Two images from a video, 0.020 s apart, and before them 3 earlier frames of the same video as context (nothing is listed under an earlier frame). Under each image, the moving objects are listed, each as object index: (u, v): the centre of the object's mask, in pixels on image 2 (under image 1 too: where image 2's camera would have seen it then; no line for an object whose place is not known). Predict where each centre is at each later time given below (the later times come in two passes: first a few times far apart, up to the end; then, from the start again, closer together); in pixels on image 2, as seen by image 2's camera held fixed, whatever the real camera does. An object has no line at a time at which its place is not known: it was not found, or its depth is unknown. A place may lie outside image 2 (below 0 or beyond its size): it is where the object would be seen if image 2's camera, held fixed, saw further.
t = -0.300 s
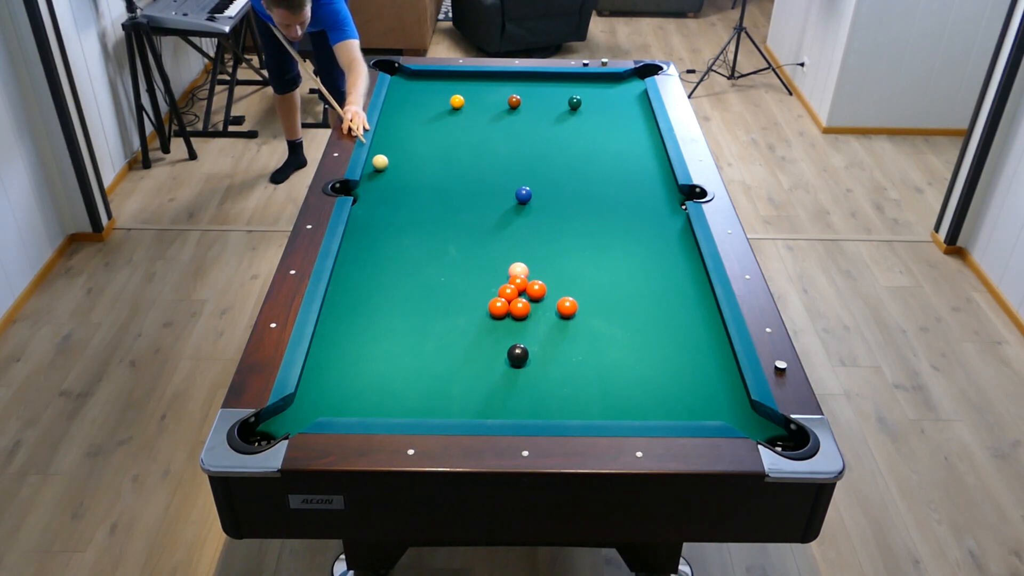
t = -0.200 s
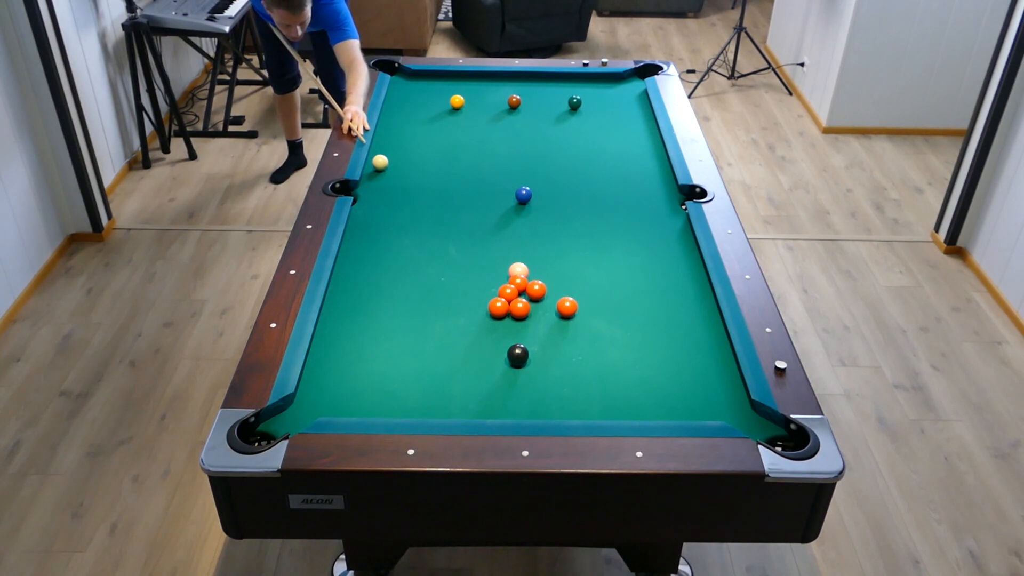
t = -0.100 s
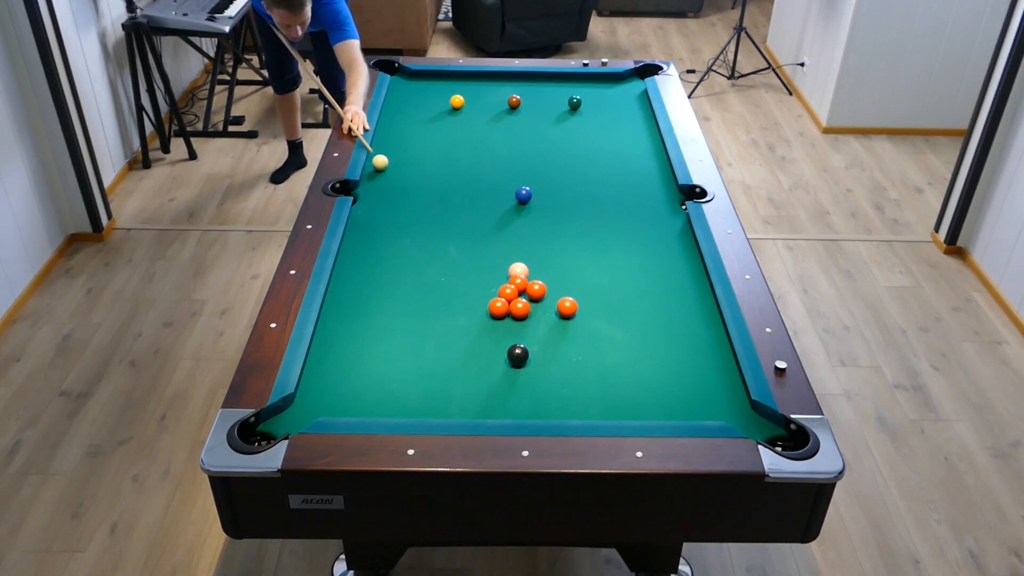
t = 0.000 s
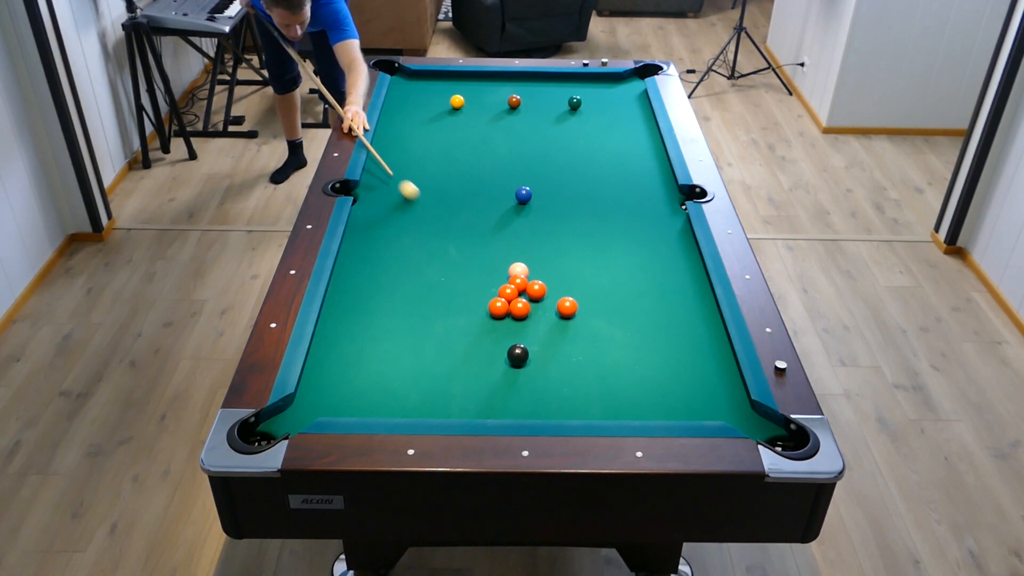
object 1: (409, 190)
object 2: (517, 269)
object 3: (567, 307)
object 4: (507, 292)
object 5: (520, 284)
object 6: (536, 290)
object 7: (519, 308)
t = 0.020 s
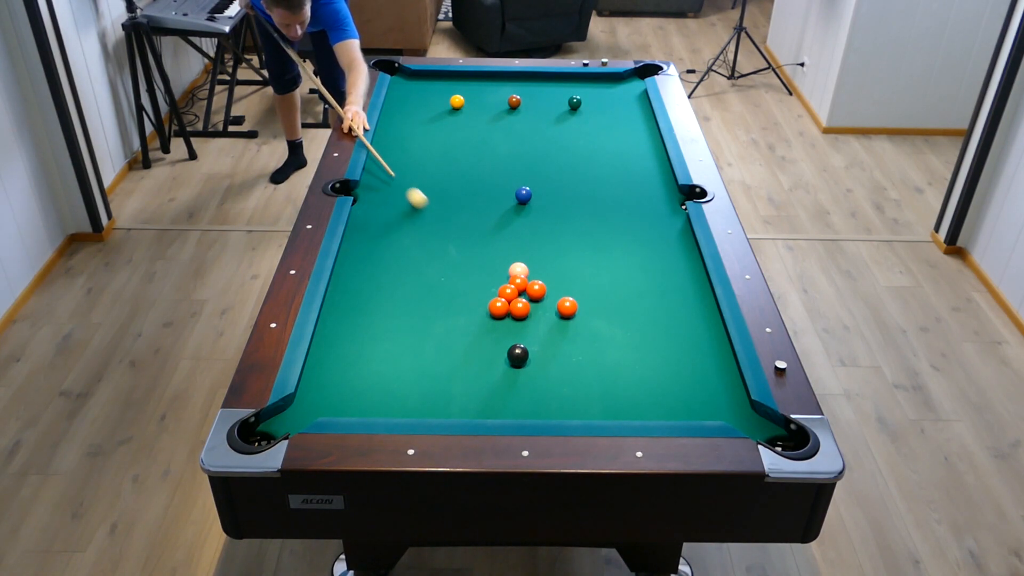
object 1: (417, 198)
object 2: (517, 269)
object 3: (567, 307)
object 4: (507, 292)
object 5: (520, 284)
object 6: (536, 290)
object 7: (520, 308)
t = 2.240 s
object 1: (412, 275)
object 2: (514, 209)
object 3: (704, 361)
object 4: (530, 297)
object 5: (582, 279)
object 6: (666, 255)
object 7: (681, 264)
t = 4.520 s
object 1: (501, 194)
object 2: (516, 204)
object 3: (668, 339)
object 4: (530, 297)
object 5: (581, 279)
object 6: (599, 224)
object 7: (662, 243)
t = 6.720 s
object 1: (506, 186)
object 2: (516, 204)
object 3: (668, 339)
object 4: (530, 298)
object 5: (581, 279)
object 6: (598, 224)
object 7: (662, 243)
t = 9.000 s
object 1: (507, 186)
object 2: (516, 204)
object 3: (668, 339)
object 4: (530, 298)
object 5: (581, 279)
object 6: (598, 224)
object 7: (662, 243)
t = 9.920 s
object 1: (507, 186)
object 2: (516, 204)
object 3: (668, 339)
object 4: (530, 298)
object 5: (581, 279)
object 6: (598, 224)
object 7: (662, 243)
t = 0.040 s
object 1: (424, 206)
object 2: (517, 269)
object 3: (567, 307)
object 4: (507, 292)
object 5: (520, 284)
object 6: (536, 290)
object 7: (520, 308)
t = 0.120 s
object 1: (457, 240)
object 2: (517, 269)
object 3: (567, 307)
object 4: (507, 292)
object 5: (520, 284)
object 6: (536, 290)
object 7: (520, 308)
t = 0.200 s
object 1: (492, 275)
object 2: (517, 269)
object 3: (567, 307)
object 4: (507, 292)
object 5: (520, 284)
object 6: (536, 290)
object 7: (519, 308)
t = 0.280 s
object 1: (477, 291)
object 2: (518, 267)
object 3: (570, 309)
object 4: (514, 297)
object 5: (524, 283)
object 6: (557, 295)
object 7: (533, 325)
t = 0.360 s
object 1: (453, 304)
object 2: (518, 264)
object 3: (585, 321)
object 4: (516, 297)
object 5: (529, 283)
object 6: (569, 293)
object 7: (552, 348)
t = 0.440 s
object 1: (433, 319)
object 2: (518, 260)
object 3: (597, 331)
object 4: (518, 297)
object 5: (533, 283)
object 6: (579, 291)
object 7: (569, 371)
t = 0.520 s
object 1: (418, 337)
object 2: (519, 257)
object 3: (609, 341)
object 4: (521, 297)
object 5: (538, 282)
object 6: (590, 289)
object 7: (587, 393)
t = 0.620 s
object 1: (400, 362)
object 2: (519, 252)
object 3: (625, 354)
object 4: (523, 297)
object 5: (543, 282)
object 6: (602, 286)
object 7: (608, 410)
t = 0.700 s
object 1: (384, 383)
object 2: (519, 249)
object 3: (638, 364)
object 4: (525, 297)
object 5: (547, 282)
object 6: (611, 284)
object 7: (615, 398)
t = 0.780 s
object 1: (368, 405)
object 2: (519, 245)
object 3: (651, 375)
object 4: (526, 297)
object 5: (550, 282)
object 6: (621, 282)
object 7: (623, 388)
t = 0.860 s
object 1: (354, 403)
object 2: (518, 242)
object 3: (664, 385)
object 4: (528, 297)
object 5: (554, 282)
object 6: (630, 280)
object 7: (631, 379)
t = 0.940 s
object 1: (343, 392)
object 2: (518, 239)
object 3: (678, 396)
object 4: (529, 297)
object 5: (557, 282)
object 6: (638, 278)
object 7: (638, 369)
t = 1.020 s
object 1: (332, 381)
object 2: (518, 237)
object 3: (691, 407)
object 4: (530, 297)
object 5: (560, 282)
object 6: (647, 276)
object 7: (645, 360)
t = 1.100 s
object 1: (321, 370)
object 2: (518, 234)
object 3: (704, 413)
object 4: (531, 297)
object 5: (563, 281)
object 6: (655, 274)
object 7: (652, 351)
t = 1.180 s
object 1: (317, 361)
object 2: (517, 231)
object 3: (709, 409)
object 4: (531, 298)
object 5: (566, 281)
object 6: (663, 273)
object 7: (659, 342)
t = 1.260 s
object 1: (326, 353)
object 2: (517, 229)
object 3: (715, 405)
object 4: (532, 298)
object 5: (568, 281)
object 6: (670, 271)
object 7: (665, 334)
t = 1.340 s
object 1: (335, 345)
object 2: (517, 227)
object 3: (720, 400)
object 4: (531, 298)
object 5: (570, 280)
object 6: (678, 269)
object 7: (671, 327)
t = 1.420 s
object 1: (343, 337)
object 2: (516, 225)
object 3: (725, 396)
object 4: (531, 298)
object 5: (572, 280)
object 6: (685, 268)
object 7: (676, 319)
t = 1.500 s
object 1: (351, 330)
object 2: (516, 223)
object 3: (730, 391)
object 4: (531, 298)
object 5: (574, 280)
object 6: (692, 266)
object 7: (682, 312)
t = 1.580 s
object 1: (359, 323)
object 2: (516, 221)
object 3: (735, 387)
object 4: (531, 297)
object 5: (576, 280)
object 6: (694, 264)
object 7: (687, 306)
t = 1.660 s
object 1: (366, 316)
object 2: (516, 219)
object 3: (732, 383)
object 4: (531, 297)
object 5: (577, 280)
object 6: (690, 263)
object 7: (692, 299)
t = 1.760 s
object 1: (375, 308)
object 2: (516, 217)
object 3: (726, 379)
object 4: (531, 297)
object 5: (579, 279)
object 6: (686, 262)
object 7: (698, 291)
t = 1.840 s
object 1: (382, 302)
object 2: (515, 215)
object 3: (722, 375)
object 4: (530, 297)
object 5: (580, 279)
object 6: (682, 261)
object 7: (702, 285)
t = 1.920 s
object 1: (388, 296)
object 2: (515, 214)
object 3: (718, 372)
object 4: (530, 297)
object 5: (581, 279)
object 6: (679, 260)
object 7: (698, 281)
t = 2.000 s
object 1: (394, 290)
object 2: (515, 212)
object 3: (714, 369)
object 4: (530, 297)
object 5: (581, 279)
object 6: (675, 259)
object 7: (693, 276)
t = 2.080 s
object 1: (400, 285)
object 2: (515, 211)
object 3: (711, 366)
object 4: (530, 297)
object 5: (582, 279)
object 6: (672, 258)
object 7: (689, 272)
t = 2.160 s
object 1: (406, 280)
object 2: (515, 210)
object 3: (707, 363)
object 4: (530, 297)
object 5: (582, 279)
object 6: (669, 257)
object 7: (685, 268)
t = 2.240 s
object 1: (412, 275)
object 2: (514, 209)
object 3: (704, 361)
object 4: (530, 297)
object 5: (582, 279)
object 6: (666, 255)
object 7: (681, 264)
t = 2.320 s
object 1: (417, 270)
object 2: (514, 208)
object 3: (701, 358)
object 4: (530, 297)
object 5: (582, 279)
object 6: (662, 253)
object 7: (679, 262)
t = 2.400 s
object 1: (422, 265)
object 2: (514, 207)
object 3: (698, 356)
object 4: (530, 297)
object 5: (582, 279)
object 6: (657, 251)
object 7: (678, 260)
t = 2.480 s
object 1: (427, 261)
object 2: (514, 206)
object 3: (695, 354)
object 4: (530, 297)
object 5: (581, 279)
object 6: (653, 249)
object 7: (676, 258)
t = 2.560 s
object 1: (432, 257)
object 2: (514, 205)
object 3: (692, 352)
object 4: (530, 297)
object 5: (581, 279)
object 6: (649, 248)
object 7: (675, 256)
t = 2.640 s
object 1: (437, 253)
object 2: (514, 205)
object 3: (689, 350)
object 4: (530, 297)
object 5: (581, 279)
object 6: (645, 246)
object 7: (673, 255)
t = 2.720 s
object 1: (442, 249)
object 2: (514, 205)
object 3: (687, 349)
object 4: (530, 297)
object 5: (581, 279)
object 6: (642, 244)
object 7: (672, 253)
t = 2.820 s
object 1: (447, 244)
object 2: (513, 205)
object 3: (684, 347)
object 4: (530, 297)
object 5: (581, 279)
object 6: (637, 242)
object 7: (670, 251)
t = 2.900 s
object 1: (451, 240)
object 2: (514, 204)
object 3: (682, 346)
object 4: (530, 297)
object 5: (581, 279)
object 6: (634, 240)
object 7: (669, 250)
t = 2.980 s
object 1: (455, 237)
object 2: (514, 204)
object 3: (680, 345)
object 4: (530, 297)
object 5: (581, 279)
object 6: (631, 239)
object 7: (668, 249)
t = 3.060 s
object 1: (459, 234)
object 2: (514, 204)
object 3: (678, 344)
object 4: (530, 297)
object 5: (581, 279)
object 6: (628, 237)
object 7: (667, 248)
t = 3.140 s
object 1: (463, 231)
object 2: (514, 204)
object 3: (677, 342)
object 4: (530, 297)
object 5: (581, 279)
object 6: (625, 236)
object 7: (666, 247)
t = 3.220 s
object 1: (466, 228)
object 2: (514, 204)
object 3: (675, 342)
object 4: (530, 297)
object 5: (581, 279)
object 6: (622, 235)
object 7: (665, 246)
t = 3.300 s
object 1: (470, 225)
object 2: (514, 204)
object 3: (674, 341)
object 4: (530, 297)
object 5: (581, 279)
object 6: (620, 234)
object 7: (665, 245)
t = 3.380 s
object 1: (473, 222)
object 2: (513, 204)
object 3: (673, 340)
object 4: (530, 297)
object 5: (581, 279)
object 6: (618, 232)
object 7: (664, 244)
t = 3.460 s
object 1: (476, 219)
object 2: (513, 204)
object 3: (672, 340)
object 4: (530, 297)
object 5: (581, 279)
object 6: (615, 231)
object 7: (663, 244)
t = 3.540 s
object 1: (479, 217)
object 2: (513, 204)
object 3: (671, 339)
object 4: (531, 297)
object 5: (581, 279)
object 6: (613, 230)
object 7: (663, 243)
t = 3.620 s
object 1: (482, 214)
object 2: (513, 204)
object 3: (670, 339)
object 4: (530, 297)
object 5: (581, 279)
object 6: (611, 229)
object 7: (662, 243)
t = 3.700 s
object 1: (485, 212)
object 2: (513, 205)
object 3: (669, 339)
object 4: (530, 297)
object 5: (581, 279)
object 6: (610, 229)
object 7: (662, 243)
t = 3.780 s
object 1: (488, 209)
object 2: (513, 205)
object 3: (668, 339)
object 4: (530, 297)
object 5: (581, 279)
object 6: (608, 228)
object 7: (662, 243)
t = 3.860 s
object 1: (490, 207)
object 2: (514, 204)
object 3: (668, 339)
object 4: (531, 297)
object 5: (581, 279)
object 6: (606, 227)
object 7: (662, 242)
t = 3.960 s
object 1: (493, 205)
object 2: (514, 204)
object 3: (668, 339)
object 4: (531, 297)
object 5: (581, 279)
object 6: (605, 226)
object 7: (662, 242)
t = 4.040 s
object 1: (495, 203)
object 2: (514, 204)
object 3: (668, 339)
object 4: (530, 297)
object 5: (581, 279)
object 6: (603, 226)
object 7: (662, 243)
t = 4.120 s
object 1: (497, 201)
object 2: (514, 204)
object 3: (668, 339)
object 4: (530, 297)
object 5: (581, 279)
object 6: (602, 225)
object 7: (662, 243)
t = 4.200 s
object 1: (498, 199)
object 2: (515, 204)
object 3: (668, 339)
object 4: (530, 297)
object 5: (581, 279)
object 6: (601, 225)
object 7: (662, 243)
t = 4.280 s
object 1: (499, 198)
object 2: (515, 204)
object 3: (668, 339)
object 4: (530, 297)
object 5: (581, 279)
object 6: (600, 225)
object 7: (662, 243)
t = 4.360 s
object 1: (499, 196)
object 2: (516, 204)
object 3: (668, 339)
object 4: (530, 297)
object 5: (581, 279)
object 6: (600, 225)
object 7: (662, 243)
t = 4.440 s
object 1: (500, 195)
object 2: (516, 204)
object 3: (668, 339)
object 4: (530, 297)
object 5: (581, 279)
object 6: (599, 224)
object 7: (662, 243)
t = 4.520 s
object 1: (501, 194)
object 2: (516, 204)
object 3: (668, 339)
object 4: (530, 297)
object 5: (581, 279)
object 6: (599, 224)
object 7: (662, 243)
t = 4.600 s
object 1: (502, 192)
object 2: (516, 204)
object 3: (668, 339)
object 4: (530, 297)
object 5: (581, 279)
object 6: (598, 224)
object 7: (662, 243)
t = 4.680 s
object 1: (502, 191)
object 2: (516, 204)
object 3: (668, 339)
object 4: (530, 297)
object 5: (581, 279)
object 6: (598, 224)
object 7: (662, 243)
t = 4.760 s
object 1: (503, 190)
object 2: (516, 204)
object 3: (668, 339)
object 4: (530, 297)
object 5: (581, 279)
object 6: (598, 224)
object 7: (662, 243)
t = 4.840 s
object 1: (504, 190)
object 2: (516, 204)
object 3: (668, 339)
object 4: (530, 297)
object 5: (581, 279)
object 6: (598, 224)
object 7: (662, 243)
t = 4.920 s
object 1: (504, 189)
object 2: (516, 204)
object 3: (668, 339)
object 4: (530, 297)
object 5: (581, 279)
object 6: (598, 224)
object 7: (662, 243)
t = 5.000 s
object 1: (504, 188)
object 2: (516, 204)
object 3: (668, 339)
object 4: (530, 297)
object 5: (581, 279)
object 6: (598, 224)
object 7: (662, 243)
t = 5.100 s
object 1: (505, 187)
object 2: (516, 204)
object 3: (668, 339)
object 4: (530, 297)
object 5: (581, 279)
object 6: (598, 224)
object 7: (662, 243)
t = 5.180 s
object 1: (505, 186)
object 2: (516, 204)
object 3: (668, 339)
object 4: (530, 297)
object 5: (581, 279)
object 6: (598, 224)
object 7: (662, 243)
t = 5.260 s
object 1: (505, 186)
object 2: (516, 205)
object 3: (668, 339)
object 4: (530, 297)
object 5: (581, 279)
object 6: (598, 224)
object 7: (662, 243)
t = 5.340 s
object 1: (506, 186)
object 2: (516, 205)
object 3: (668, 339)
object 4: (530, 297)
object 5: (581, 279)
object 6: (598, 224)
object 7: (662, 243)
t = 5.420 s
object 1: (506, 185)
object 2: (516, 205)
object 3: (668, 339)
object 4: (530, 297)
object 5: (581, 279)
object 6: (598, 224)
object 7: (662, 243)
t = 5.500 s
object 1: (506, 185)
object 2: (516, 205)
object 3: (668, 339)
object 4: (530, 298)
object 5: (581, 279)
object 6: (598, 224)
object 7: (662, 243)
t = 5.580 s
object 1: (506, 185)
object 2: (516, 204)
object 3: (668, 339)
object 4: (530, 297)
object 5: (581, 279)
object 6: (598, 224)
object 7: (662, 243)
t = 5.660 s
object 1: (506, 185)
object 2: (516, 204)
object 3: (668, 339)
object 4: (530, 297)
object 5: (581, 279)
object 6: (598, 224)
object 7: (662, 243)
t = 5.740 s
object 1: (506, 185)
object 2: (516, 204)
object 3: (668, 339)
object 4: (530, 298)
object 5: (581, 279)
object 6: (598, 224)
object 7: (662, 243)
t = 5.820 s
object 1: (506, 186)
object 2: (516, 204)
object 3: (668, 339)
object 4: (530, 298)
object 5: (581, 279)
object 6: (598, 224)
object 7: (662, 243)
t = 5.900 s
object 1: (506, 186)
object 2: (516, 204)
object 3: (668, 339)
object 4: (530, 298)
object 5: (581, 279)
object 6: (598, 224)
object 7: (662, 243)
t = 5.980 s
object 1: (506, 186)
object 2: (516, 204)
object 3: (668, 339)
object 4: (530, 298)
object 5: (581, 279)
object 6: (598, 224)
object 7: (662, 243)
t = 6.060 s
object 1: (506, 186)
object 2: (516, 204)
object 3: (668, 339)
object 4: (530, 298)
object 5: (581, 279)
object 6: (598, 224)
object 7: (662, 243)
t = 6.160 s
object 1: (506, 186)
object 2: (516, 204)
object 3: (668, 339)
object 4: (530, 298)
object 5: (581, 279)
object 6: (598, 224)
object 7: (662, 243)
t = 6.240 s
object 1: (506, 186)
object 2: (516, 204)
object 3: (668, 339)
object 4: (530, 298)
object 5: (581, 279)
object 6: (598, 224)
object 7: (662, 243)
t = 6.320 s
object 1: (506, 186)
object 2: (516, 204)
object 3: (668, 339)
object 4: (530, 298)
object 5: (581, 279)
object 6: (598, 224)
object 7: (662, 243)
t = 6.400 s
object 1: (506, 186)
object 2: (516, 204)
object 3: (668, 339)
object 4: (530, 298)
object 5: (581, 279)
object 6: (598, 224)
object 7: (662, 243)
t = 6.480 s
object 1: (506, 186)
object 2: (516, 204)
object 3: (668, 339)
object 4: (530, 298)
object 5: (581, 279)
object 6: (598, 224)
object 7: (662, 243)
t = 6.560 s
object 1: (506, 186)
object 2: (516, 204)
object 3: (668, 339)
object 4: (530, 298)
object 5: (581, 279)
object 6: (598, 224)
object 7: (662, 243)
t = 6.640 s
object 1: (506, 186)
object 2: (516, 204)
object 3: (668, 339)
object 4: (530, 298)
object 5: (581, 279)
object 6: (598, 224)
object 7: (662, 243)
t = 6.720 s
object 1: (506, 186)
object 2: (516, 204)
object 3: (668, 339)
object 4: (530, 298)
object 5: (581, 279)
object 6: (598, 224)
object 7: (662, 243)
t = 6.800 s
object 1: (506, 186)
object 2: (516, 204)
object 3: (668, 339)
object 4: (530, 298)
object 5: (581, 279)
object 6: (598, 224)
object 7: (662, 243)
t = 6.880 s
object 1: (506, 186)
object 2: (516, 204)
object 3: (668, 339)
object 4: (530, 298)
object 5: (581, 279)
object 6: (598, 224)
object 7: (662, 243)
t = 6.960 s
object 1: (506, 186)
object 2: (516, 204)
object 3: (668, 339)
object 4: (530, 298)
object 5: (581, 279)
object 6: (598, 224)
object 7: (662, 243)
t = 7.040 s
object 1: (506, 186)
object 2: (516, 204)
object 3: (668, 339)
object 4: (530, 298)
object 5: (581, 279)
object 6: (598, 224)
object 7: (662, 243)
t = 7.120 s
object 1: (506, 186)
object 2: (516, 204)
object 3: (668, 339)
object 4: (530, 298)
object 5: (581, 279)
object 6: (598, 224)
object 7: (662, 243)
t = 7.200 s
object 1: (506, 186)
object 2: (516, 204)
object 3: (668, 339)
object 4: (530, 298)
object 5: (581, 279)
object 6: (598, 224)
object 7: (662, 243)
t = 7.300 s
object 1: (506, 186)
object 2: (516, 204)
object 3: (668, 339)
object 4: (530, 298)
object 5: (581, 279)
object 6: (598, 224)
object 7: (662, 243)
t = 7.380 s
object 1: (506, 186)
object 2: (516, 204)
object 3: (668, 339)
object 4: (530, 298)
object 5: (581, 279)
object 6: (598, 224)
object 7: (662, 243)
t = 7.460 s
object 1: (507, 186)
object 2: (516, 204)
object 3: (668, 339)
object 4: (530, 298)
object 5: (581, 279)
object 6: (598, 224)
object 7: (662, 243)
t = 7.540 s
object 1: (506, 186)
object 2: (516, 204)
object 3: (668, 339)
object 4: (530, 298)
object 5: (581, 279)
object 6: (598, 224)
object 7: (662, 243)
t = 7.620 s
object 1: (506, 186)
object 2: (516, 204)
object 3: (668, 339)
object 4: (530, 298)
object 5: (581, 279)
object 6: (598, 224)
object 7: (662, 243)
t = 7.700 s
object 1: (506, 186)
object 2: (516, 204)
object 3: (668, 339)
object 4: (530, 298)
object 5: (581, 279)
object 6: (598, 224)
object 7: (662, 243)
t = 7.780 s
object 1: (506, 186)
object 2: (516, 204)
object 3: (668, 339)
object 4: (530, 298)
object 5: (581, 279)
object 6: (598, 224)
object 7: (662, 243)
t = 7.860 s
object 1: (507, 186)
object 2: (516, 204)
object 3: (668, 339)
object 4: (530, 298)
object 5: (581, 279)
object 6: (598, 224)
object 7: (662, 243)
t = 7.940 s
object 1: (506, 186)
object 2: (516, 204)
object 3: (668, 339)
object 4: (530, 298)
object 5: (581, 279)
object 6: (598, 224)
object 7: (662, 243)
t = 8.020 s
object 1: (506, 186)
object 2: (516, 204)
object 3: (668, 339)
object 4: (530, 298)
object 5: (581, 279)
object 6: (598, 224)
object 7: (662, 243)
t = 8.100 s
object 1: (506, 186)
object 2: (516, 204)
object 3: (668, 339)
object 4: (530, 298)
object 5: (581, 279)
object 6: (598, 224)
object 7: (662, 243)
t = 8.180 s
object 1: (506, 186)
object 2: (516, 204)
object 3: (668, 339)
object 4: (530, 298)
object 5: (581, 279)
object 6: (598, 224)
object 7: (662, 243)
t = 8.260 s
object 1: (506, 186)
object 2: (516, 204)
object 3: (668, 339)
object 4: (530, 298)
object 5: (581, 279)
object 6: (598, 224)
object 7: (662, 243)
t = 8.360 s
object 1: (506, 186)
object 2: (516, 204)
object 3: (668, 339)
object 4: (530, 298)
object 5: (581, 279)
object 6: (598, 224)
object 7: (662, 243)
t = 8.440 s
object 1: (507, 186)
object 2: (516, 204)
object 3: (668, 339)
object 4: (530, 298)
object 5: (581, 279)
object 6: (598, 224)
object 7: (662, 243)
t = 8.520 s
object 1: (506, 186)
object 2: (516, 204)
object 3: (668, 339)
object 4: (530, 298)
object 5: (581, 279)
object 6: (598, 224)
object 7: (662, 243)
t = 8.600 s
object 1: (507, 186)
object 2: (516, 204)
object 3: (668, 339)
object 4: (530, 298)
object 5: (581, 279)
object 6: (598, 224)
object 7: (662, 243)
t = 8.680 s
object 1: (507, 186)
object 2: (516, 204)
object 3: (668, 339)
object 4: (530, 298)
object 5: (581, 279)
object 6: (598, 224)
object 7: (662, 243)
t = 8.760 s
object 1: (507, 186)
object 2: (516, 204)
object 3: (668, 339)
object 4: (530, 298)
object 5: (581, 279)
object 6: (598, 224)
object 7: (662, 243)
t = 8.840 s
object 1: (507, 186)
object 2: (516, 204)
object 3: (668, 339)
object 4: (530, 298)
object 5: (581, 279)
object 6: (598, 224)
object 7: (662, 243)
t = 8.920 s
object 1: (507, 186)
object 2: (516, 204)
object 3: (668, 339)
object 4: (530, 298)
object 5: (581, 279)
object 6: (598, 224)
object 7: (662, 243)
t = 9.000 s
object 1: (507, 186)
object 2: (516, 204)
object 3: (668, 339)
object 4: (530, 298)
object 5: (581, 279)
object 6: (598, 224)
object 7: (662, 243)
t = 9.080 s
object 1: (507, 186)
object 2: (516, 204)
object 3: (668, 339)
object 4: (530, 298)
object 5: (581, 279)
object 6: (598, 224)
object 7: (662, 243)
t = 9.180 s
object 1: (507, 186)
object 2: (516, 204)
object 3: (668, 339)
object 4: (530, 298)
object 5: (581, 279)
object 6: (598, 224)
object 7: (662, 243)
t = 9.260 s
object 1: (507, 186)
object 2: (516, 204)
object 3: (668, 339)
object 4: (530, 298)
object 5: (581, 279)
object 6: (598, 224)
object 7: (662, 243)
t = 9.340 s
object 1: (507, 186)
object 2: (516, 204)
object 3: (668, 339)
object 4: (531, 298)
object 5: (581, 279)
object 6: (598, 224)
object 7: (662, 243)
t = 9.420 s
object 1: (507, 186)
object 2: (516, 204)
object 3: (668, 339)
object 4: (530, 298)
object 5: (581, 279)
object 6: (598, 224)
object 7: (662, 243)
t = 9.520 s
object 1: (507, 186)
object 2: (516, 204)
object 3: (668, 339)
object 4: (530, 298)
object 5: (581, 279)
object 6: (598, 224)
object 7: (662, 243)
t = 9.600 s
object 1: (507, 186)
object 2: (516, 204)
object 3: (668, 339)
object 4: (530, 298)
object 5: (581, 279)
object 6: (598, 224)
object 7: (662, 243)
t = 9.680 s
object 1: (507, 186)
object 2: (516, 204)
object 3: (668, 339)
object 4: (530, 298)
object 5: (581, 279)
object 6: (598, 224)
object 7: (662, 243)
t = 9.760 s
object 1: (507, 186)
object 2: (516, 204)
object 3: (668, 339)
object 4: (530, 298)
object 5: (581, 279)
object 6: (598, 224)
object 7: (662, 243)
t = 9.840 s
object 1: (507, 186)
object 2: (516, 204)
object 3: (668, 339)
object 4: (530, 298)
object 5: (581, 279)
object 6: (598, 224)
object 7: (662, 243)
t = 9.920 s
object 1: (507, 186)
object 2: (516, 204)
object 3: (668, 339)
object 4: (530, 298)
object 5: (581, 279)
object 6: (598, 224)
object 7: (662, 243)
